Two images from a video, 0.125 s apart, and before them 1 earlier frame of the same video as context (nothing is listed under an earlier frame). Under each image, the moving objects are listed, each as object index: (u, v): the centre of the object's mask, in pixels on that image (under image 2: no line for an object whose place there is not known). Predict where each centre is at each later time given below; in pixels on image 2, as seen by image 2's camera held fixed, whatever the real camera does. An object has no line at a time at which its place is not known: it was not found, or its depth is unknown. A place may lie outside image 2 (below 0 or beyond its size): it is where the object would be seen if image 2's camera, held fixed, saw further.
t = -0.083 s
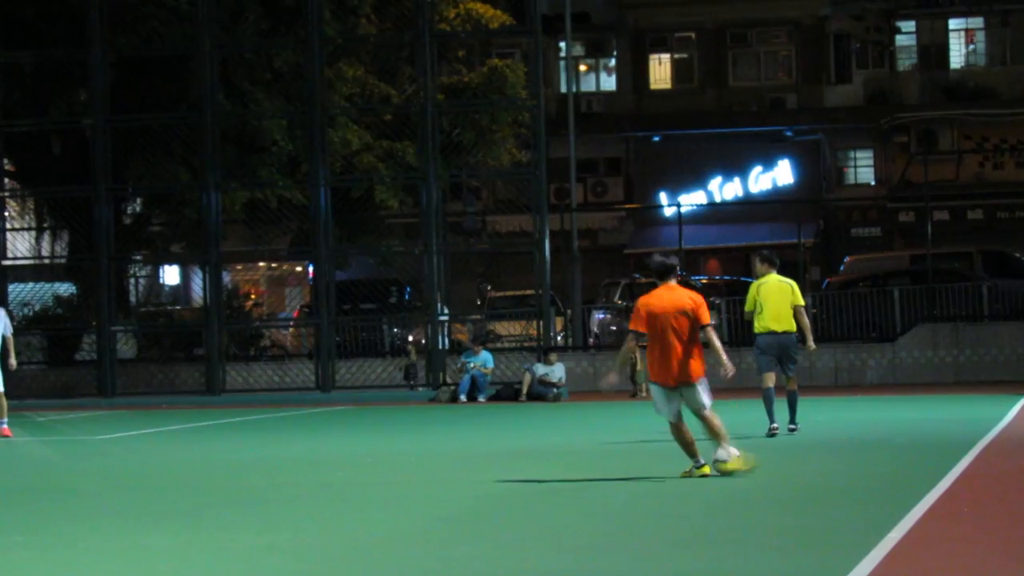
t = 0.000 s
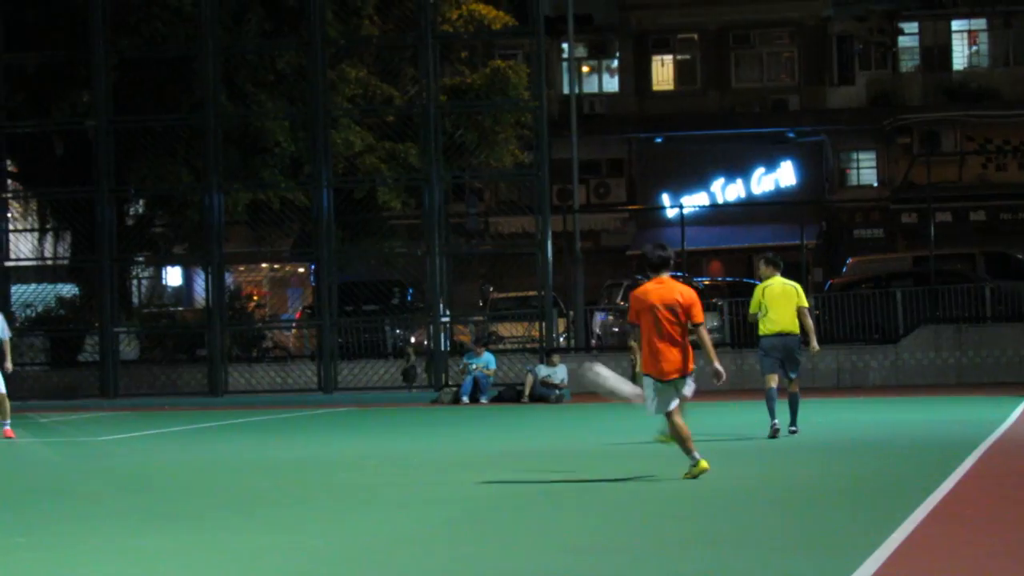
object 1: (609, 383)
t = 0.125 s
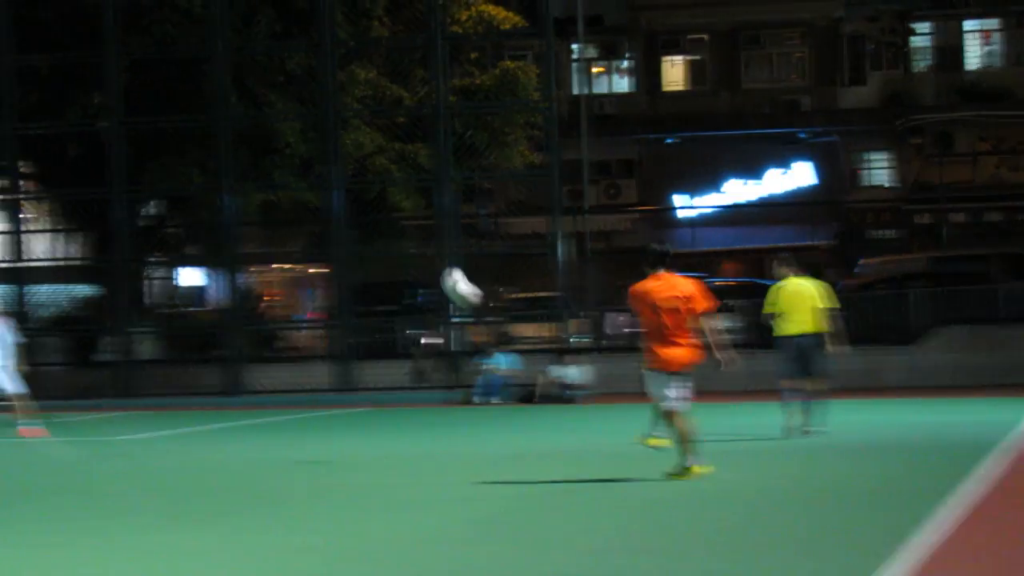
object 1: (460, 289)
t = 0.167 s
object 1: (408, 261)
